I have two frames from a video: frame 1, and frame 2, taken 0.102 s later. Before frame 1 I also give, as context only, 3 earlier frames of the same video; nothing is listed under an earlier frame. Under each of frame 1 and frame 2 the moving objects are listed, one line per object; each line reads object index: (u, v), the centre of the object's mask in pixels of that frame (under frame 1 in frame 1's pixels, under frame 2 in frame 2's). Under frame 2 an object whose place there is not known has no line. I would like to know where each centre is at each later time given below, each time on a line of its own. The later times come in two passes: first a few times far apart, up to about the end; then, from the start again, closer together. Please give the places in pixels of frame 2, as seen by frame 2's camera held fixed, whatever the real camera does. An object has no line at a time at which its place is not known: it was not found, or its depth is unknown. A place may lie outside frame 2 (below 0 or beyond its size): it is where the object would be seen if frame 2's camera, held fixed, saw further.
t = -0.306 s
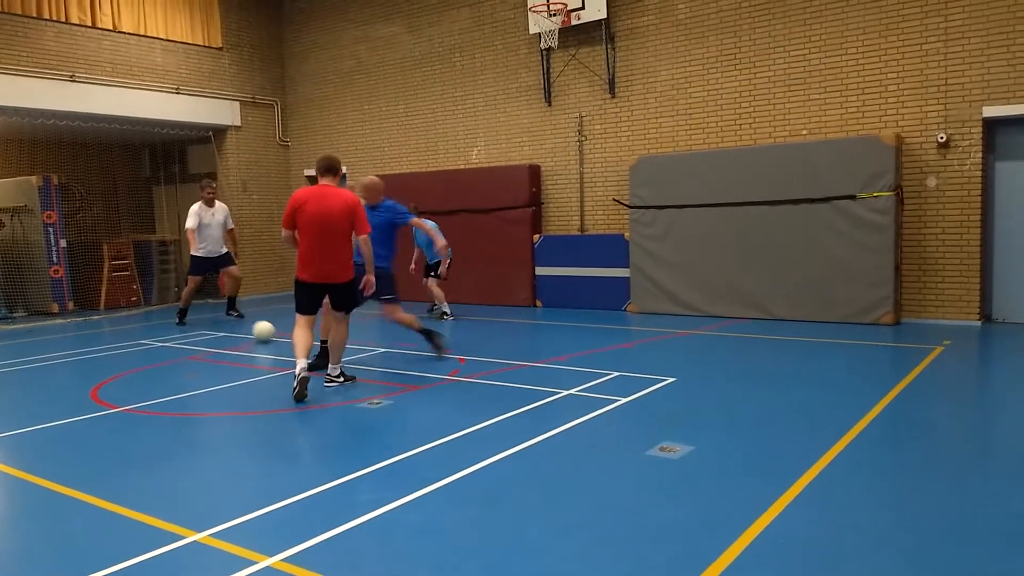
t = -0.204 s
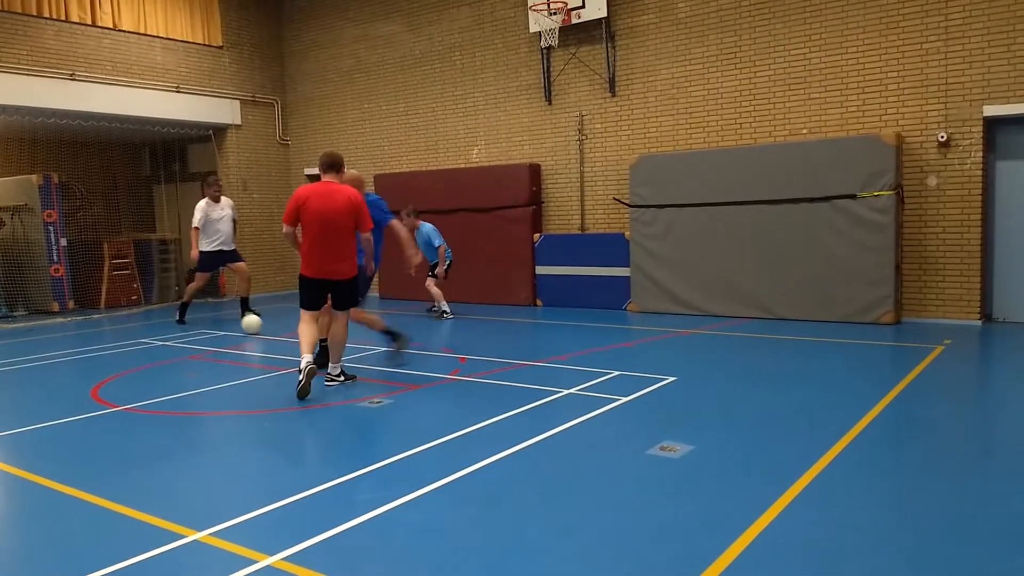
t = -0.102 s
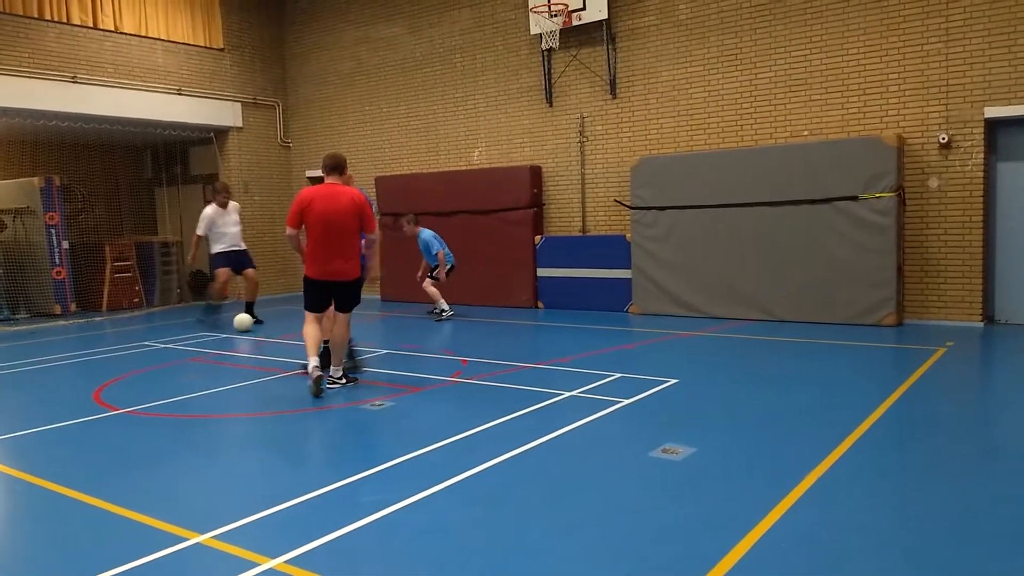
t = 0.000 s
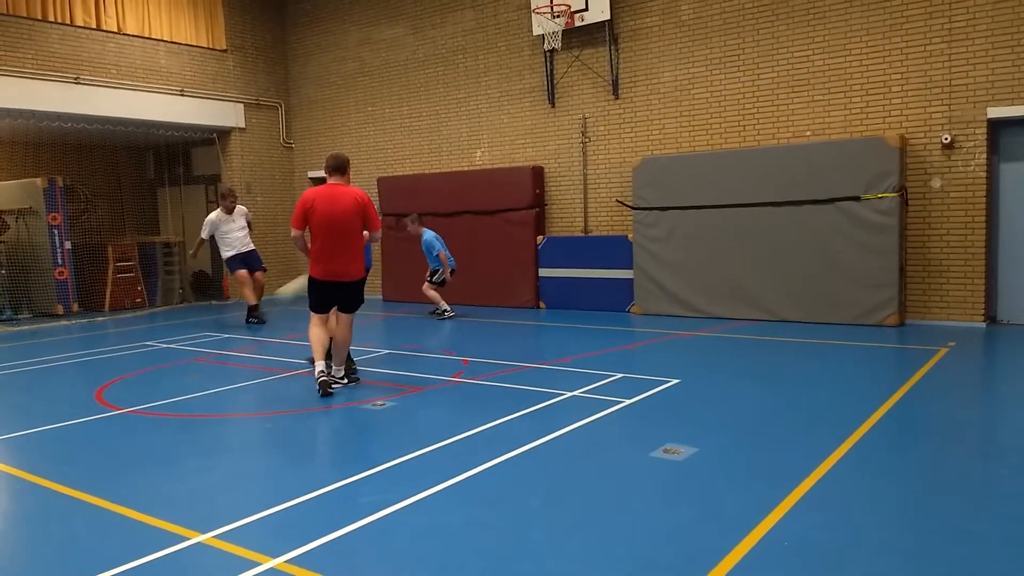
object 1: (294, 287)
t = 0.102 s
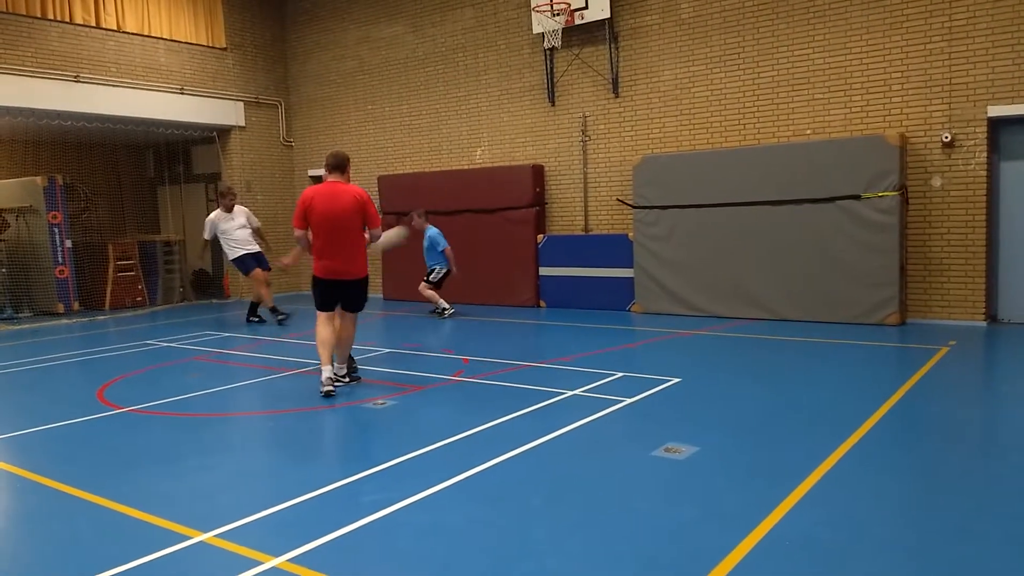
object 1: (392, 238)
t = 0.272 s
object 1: (549, 172)
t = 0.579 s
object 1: (847, 104)
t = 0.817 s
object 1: (1010, 90)
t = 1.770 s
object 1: (1021, 262)
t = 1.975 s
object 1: (979, 229)
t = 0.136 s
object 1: (420, 224)
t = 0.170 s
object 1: (453, 209)
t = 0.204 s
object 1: (484, 197)
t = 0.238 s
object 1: (517, 185)
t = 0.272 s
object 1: (549, 172)
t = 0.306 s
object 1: (584, 160)
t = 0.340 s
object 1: (618, 150)
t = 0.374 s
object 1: (651, 142)
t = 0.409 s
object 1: (684, 132)
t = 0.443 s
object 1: (720, 125)
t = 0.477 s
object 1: (756, 119)
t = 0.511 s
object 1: (791, 115)
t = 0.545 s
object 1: (825, 111)
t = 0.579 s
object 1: (847, 104)
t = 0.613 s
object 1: (867, 99)
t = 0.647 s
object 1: (889, 94)
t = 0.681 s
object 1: (912, 91)
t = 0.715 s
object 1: (936, 89)
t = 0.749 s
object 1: (963, 87)
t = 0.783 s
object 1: (991, 87)
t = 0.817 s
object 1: (1010, 90)
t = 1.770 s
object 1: (1021, 262)
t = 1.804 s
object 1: (1014, 252)
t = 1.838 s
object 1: (1007, 244)
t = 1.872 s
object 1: (1001, 237)
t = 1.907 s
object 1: (993, 233)
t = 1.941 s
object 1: (987, 230)
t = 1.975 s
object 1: (979, 229)
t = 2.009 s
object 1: (974, 229)
